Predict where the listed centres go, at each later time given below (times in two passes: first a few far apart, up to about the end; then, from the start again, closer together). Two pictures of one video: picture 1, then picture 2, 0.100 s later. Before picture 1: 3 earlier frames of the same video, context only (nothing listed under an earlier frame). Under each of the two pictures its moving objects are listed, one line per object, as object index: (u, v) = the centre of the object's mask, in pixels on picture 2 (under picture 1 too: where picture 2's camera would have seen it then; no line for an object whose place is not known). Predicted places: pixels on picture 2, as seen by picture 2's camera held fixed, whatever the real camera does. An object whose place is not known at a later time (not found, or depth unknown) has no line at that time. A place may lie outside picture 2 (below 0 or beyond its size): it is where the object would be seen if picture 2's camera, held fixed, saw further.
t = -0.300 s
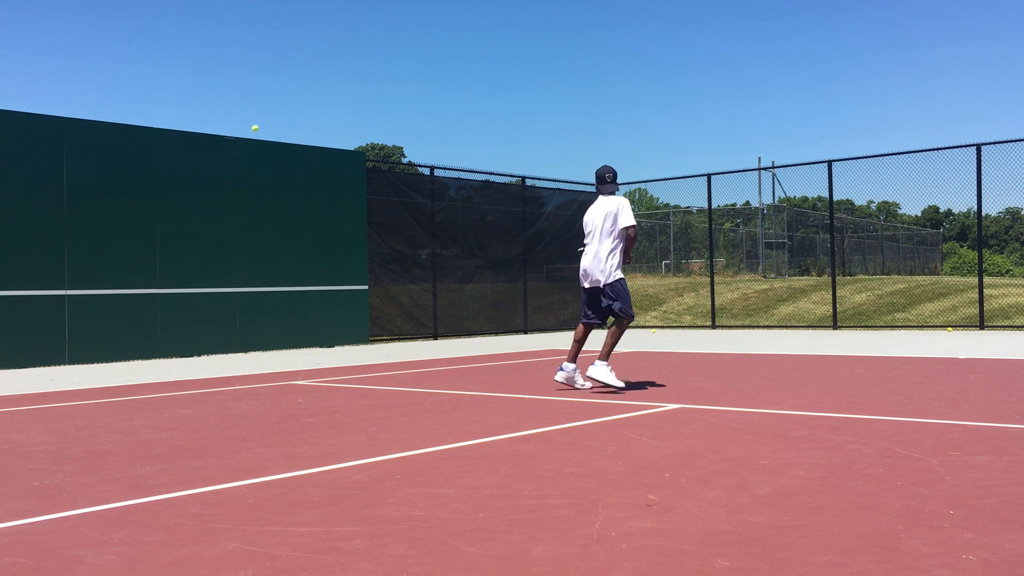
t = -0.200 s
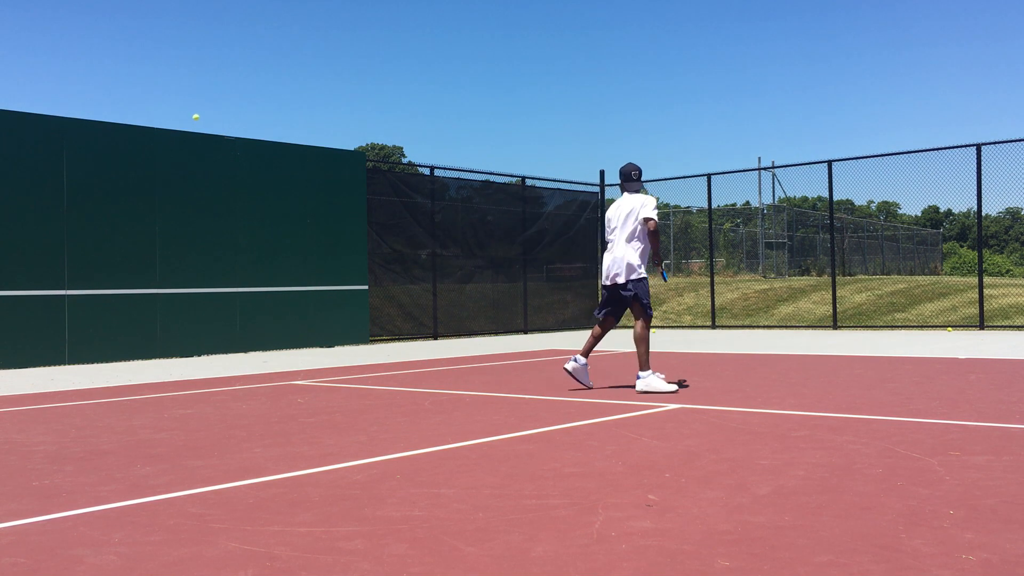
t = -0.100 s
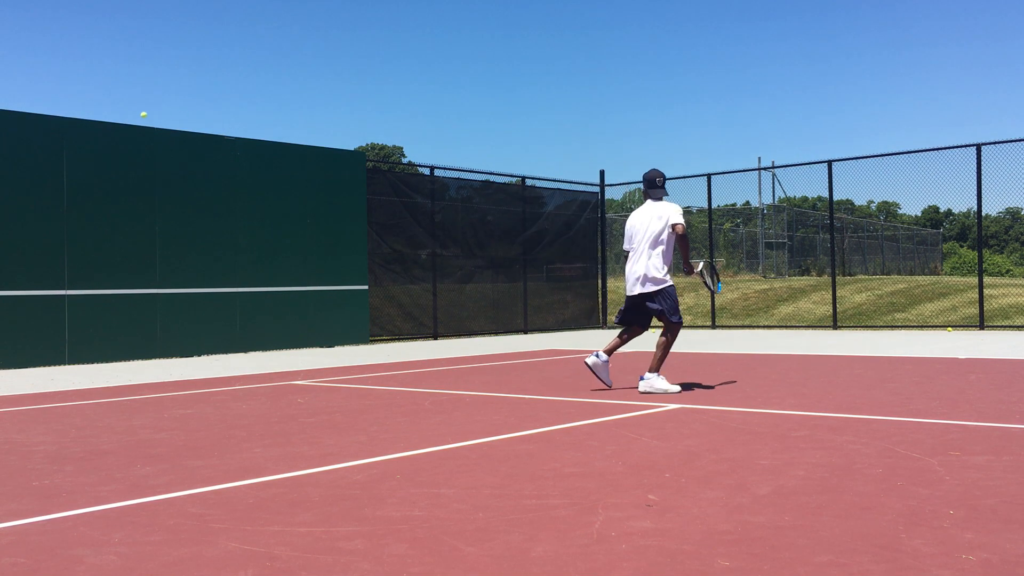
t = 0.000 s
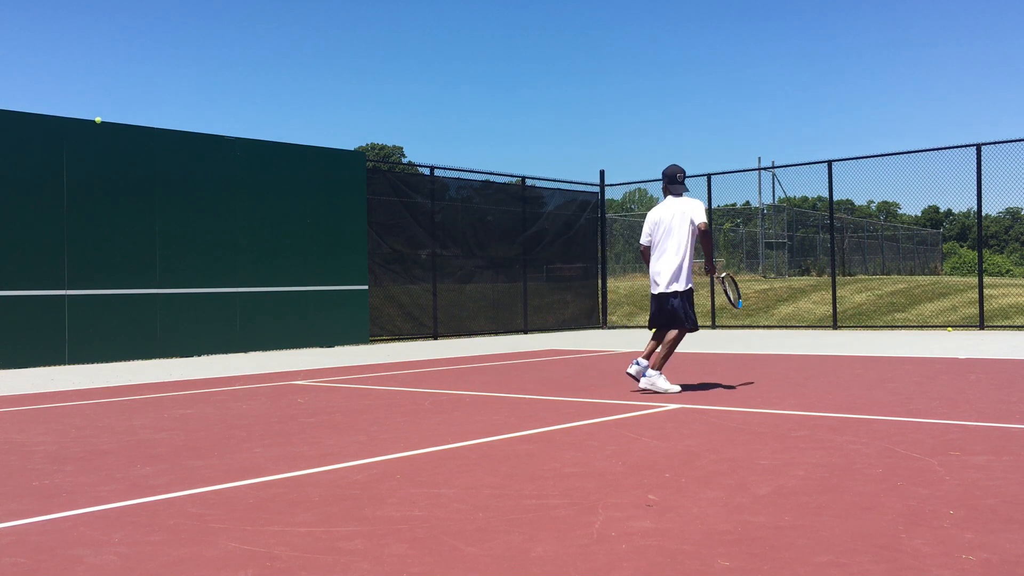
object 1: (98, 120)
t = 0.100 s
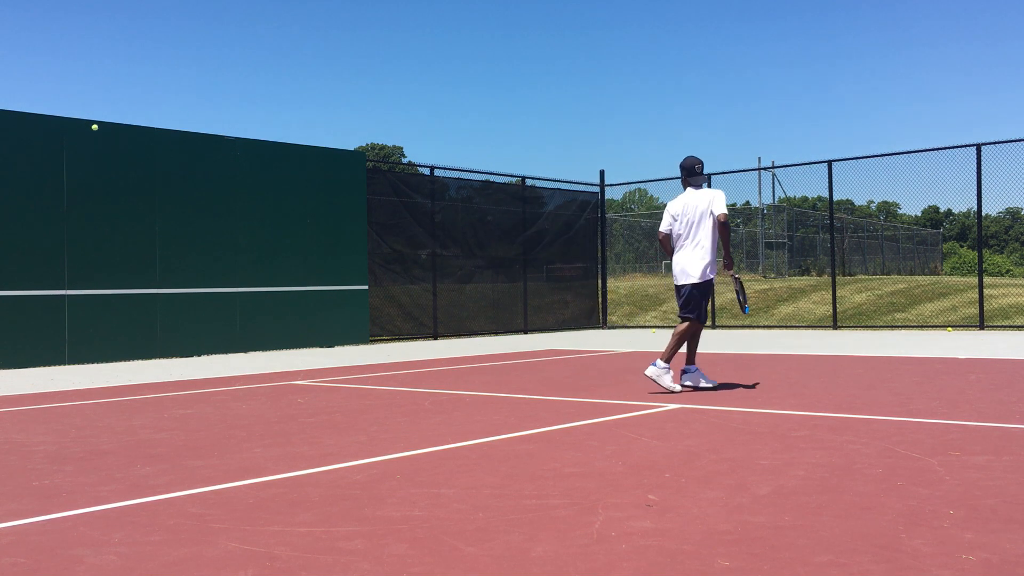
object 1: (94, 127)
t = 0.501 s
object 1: (153, 245)
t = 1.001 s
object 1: (221, 244)
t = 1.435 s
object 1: (282, 212)
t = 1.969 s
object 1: (376, 328)
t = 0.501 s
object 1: (153, 245)
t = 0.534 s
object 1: (158, 263)
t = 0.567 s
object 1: (164, 283)
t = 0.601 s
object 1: (169, 304)
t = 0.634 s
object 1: (175, 327)
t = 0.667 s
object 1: (181, 352)
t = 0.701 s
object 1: (187, 377)
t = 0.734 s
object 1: (191, 358)
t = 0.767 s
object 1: (194, 341)
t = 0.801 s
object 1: (198, 324)
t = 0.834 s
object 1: (201, 308)
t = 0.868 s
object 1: (205, 293)
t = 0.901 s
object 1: (209, 279)
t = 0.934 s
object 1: (213, 266)
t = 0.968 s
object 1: (217, 254)
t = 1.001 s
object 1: (221, 244)
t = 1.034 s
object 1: (225, 234)
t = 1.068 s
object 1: (229, 225)
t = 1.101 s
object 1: (233, 218)
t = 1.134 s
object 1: (238, 212)
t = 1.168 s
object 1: (242, 207)
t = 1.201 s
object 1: (247, 203)
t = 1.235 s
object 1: (252, 200)
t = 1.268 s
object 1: (256, 199)
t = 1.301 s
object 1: (262, 198)
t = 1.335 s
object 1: (266, 200)
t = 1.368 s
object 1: (271, 203)
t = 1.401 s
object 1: (277, 207)
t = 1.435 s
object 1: (282, 212)
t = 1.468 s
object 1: (287, 219)
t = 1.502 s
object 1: (293, 228)
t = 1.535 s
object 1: (299, 238)
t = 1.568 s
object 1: (304, 249)
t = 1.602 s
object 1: (310, 262)
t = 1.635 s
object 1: (316, 277)
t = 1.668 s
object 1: (322, 294)
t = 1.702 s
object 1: (329, 312)
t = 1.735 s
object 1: (335, 332)
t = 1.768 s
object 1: (342, 354)
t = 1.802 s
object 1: (348, 377)
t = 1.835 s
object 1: (354, 392)
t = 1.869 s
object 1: (360, 374)
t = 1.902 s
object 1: (365, 358)
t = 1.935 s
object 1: (370, 342)
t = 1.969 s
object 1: (376, 328)
